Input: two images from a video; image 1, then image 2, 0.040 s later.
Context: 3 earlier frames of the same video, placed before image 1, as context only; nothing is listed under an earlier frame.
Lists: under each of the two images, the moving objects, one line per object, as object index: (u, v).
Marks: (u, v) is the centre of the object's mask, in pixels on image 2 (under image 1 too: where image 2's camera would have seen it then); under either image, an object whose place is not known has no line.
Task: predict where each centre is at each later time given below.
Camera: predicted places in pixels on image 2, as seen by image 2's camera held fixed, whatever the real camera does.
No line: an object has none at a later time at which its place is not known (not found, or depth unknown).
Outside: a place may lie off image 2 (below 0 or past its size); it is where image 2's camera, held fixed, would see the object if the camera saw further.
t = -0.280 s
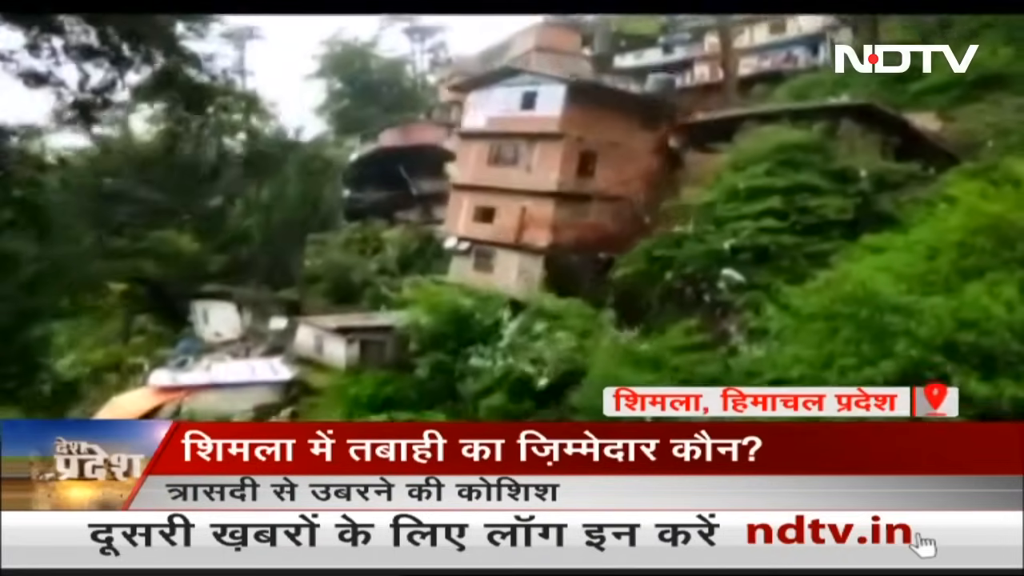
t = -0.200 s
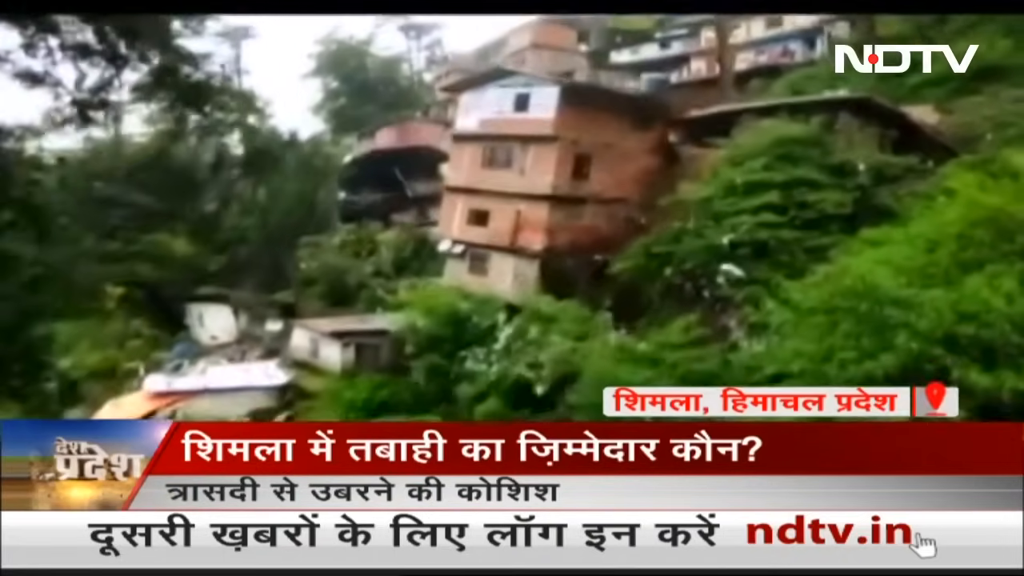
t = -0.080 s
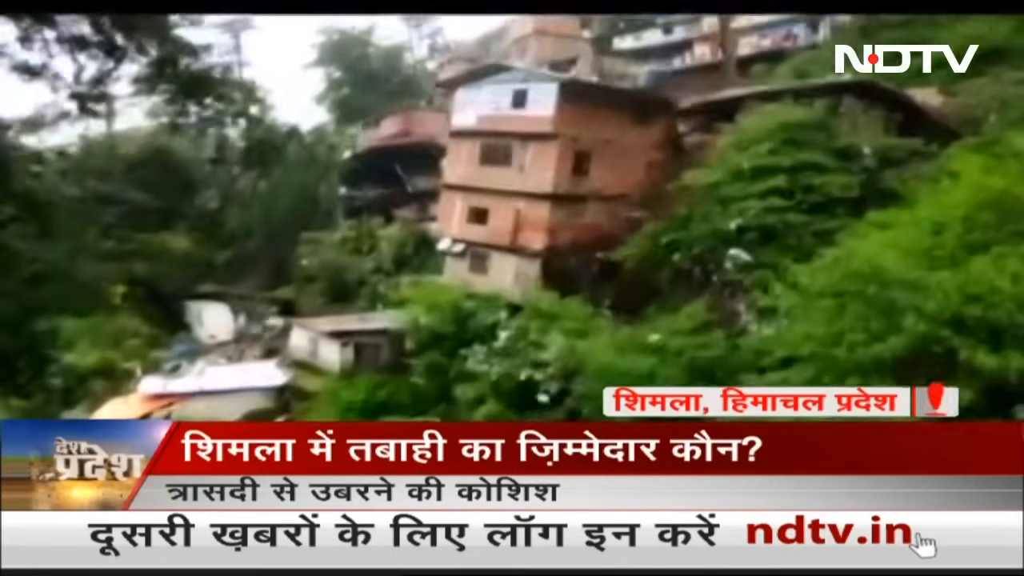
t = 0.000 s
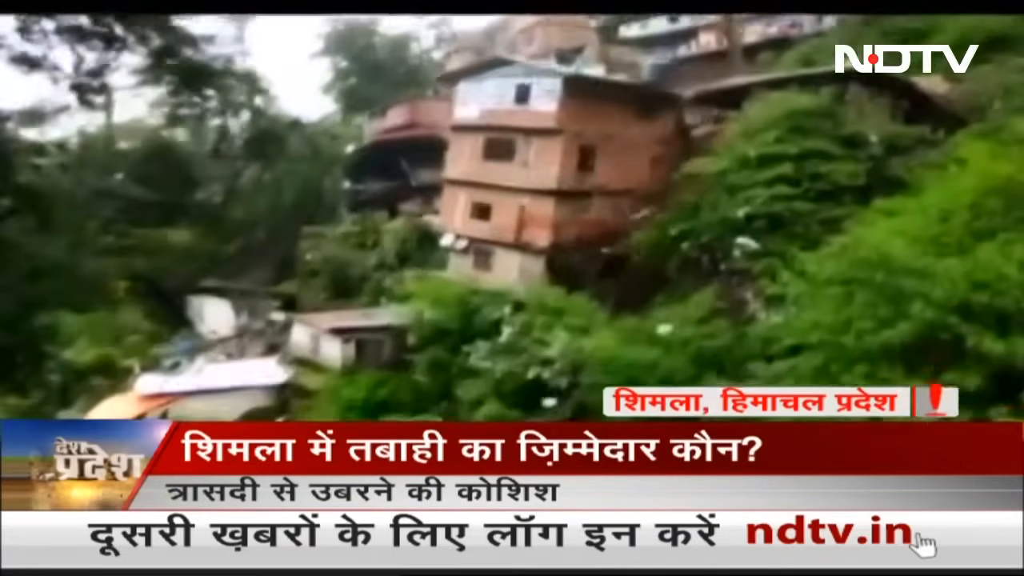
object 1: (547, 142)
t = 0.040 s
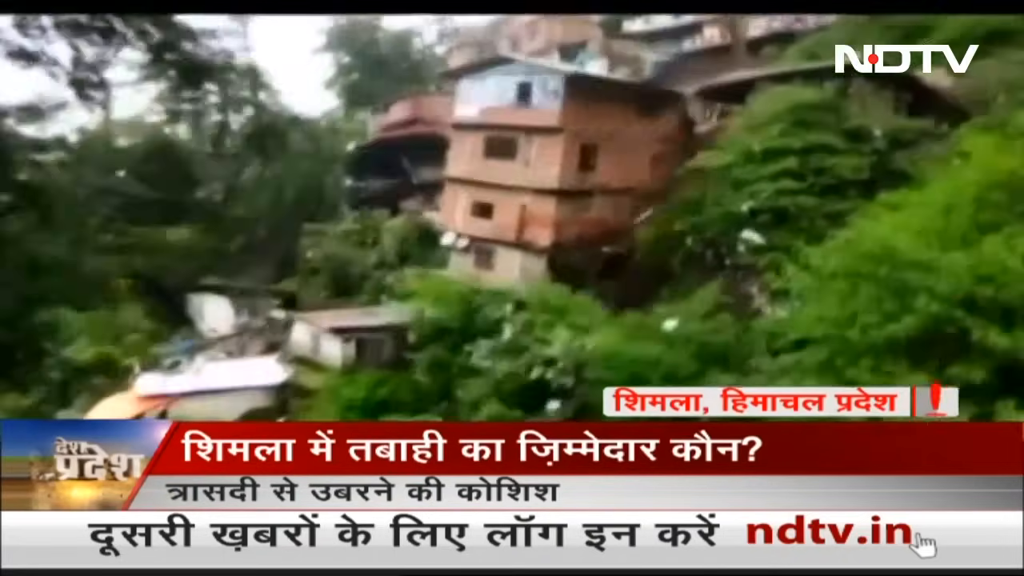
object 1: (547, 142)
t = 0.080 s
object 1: (547, 145)
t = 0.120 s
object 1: (544, 148)
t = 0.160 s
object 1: (541, 152)
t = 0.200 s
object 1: (538, 156)
